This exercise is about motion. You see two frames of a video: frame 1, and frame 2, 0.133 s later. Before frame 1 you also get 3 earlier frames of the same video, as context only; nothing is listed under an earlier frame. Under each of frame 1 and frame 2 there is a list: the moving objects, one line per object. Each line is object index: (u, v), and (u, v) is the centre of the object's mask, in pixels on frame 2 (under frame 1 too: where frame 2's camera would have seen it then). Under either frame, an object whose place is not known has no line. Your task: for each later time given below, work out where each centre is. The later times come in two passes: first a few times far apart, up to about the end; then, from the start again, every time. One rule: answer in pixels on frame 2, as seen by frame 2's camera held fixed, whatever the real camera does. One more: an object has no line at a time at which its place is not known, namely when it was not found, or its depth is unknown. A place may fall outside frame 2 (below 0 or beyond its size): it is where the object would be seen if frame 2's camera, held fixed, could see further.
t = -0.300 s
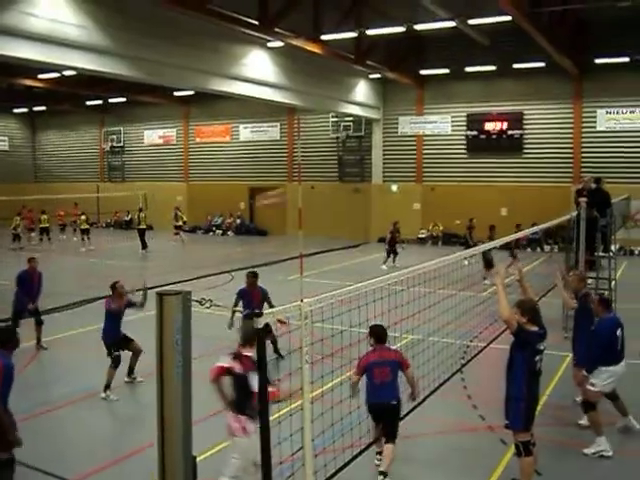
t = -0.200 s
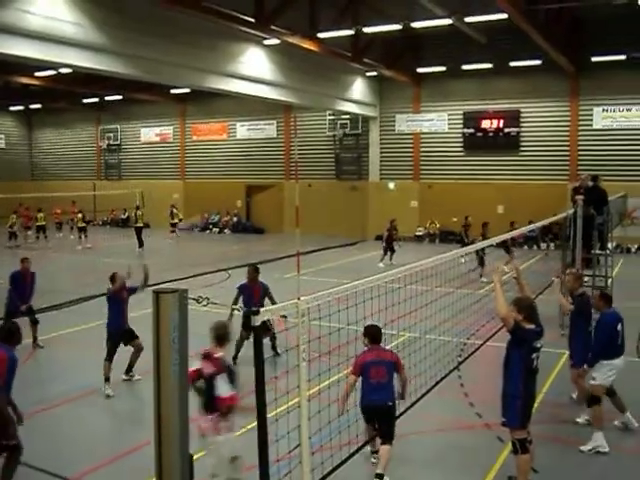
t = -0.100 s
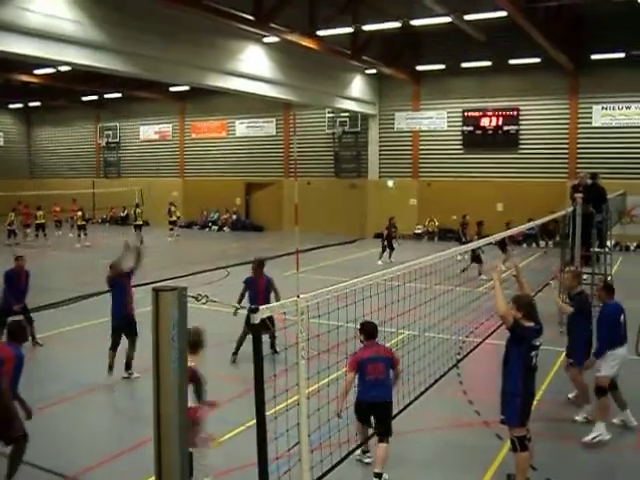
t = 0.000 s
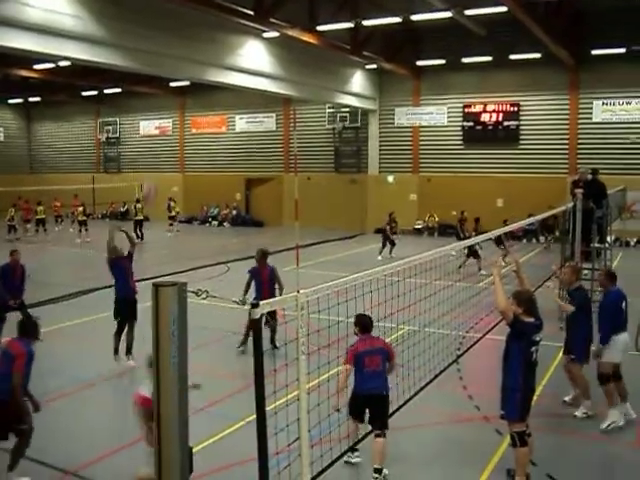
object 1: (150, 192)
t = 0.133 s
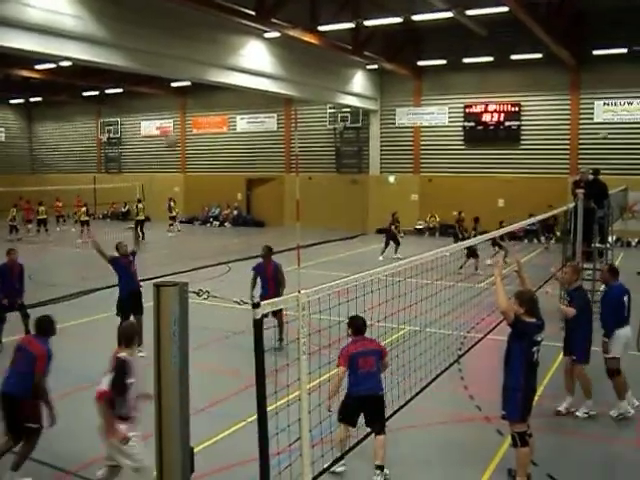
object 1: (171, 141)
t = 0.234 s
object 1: (186, 106)
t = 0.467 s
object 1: (231, 58)
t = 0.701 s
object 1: (283, 42)
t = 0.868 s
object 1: (325, 67)
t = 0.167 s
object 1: (177, 127)
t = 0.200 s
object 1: (182, 118)
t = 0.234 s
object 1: (186, 106)
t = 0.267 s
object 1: (192, 97)
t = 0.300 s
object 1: (198, 89)
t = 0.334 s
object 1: (204, 84)
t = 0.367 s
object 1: (213, 74)
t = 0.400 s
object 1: (219, 68)
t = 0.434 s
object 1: (225, 62)
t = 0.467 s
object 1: (231, 58)
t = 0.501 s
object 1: (240, 52)
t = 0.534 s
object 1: (247, 49)
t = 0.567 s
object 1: (254, 45)
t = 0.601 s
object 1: (261, 43)
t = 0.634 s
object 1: (270, 42)
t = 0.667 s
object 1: (274, 41)
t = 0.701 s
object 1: (283, 42)
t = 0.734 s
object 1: (290, 44)
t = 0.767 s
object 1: (298, 48)
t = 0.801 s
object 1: (308, 53)
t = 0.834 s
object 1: (317, 59)
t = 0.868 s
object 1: (325, 67)
